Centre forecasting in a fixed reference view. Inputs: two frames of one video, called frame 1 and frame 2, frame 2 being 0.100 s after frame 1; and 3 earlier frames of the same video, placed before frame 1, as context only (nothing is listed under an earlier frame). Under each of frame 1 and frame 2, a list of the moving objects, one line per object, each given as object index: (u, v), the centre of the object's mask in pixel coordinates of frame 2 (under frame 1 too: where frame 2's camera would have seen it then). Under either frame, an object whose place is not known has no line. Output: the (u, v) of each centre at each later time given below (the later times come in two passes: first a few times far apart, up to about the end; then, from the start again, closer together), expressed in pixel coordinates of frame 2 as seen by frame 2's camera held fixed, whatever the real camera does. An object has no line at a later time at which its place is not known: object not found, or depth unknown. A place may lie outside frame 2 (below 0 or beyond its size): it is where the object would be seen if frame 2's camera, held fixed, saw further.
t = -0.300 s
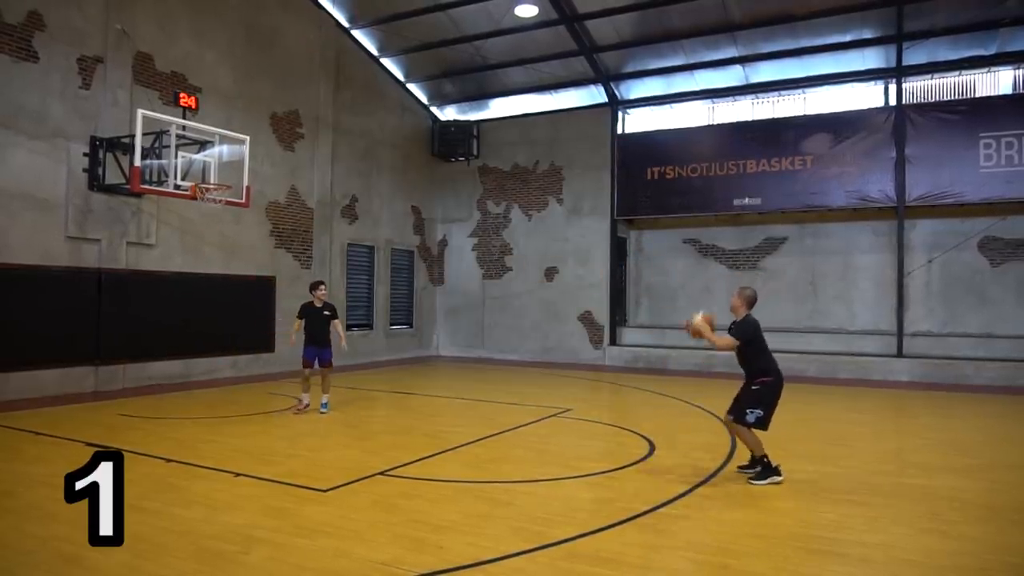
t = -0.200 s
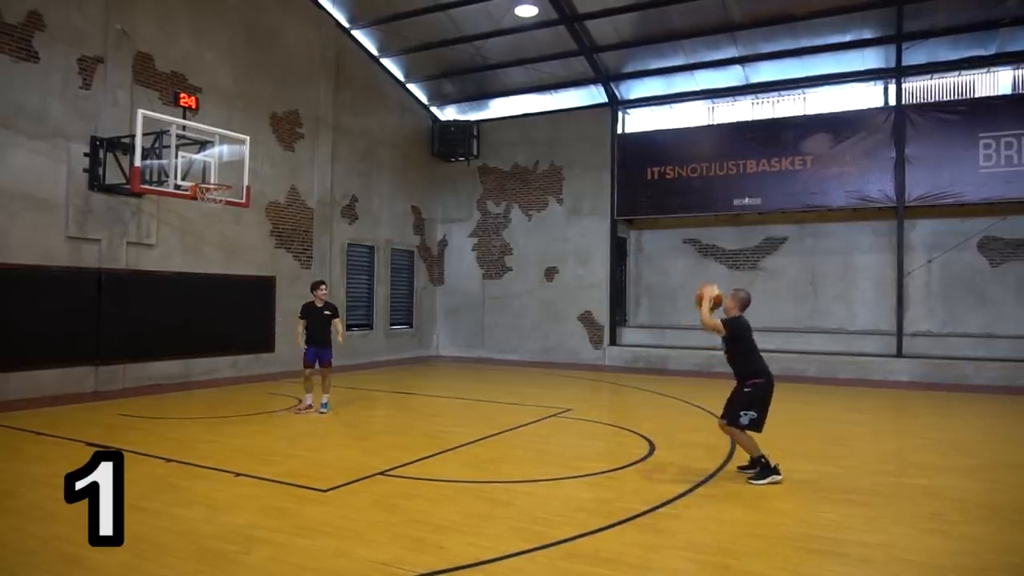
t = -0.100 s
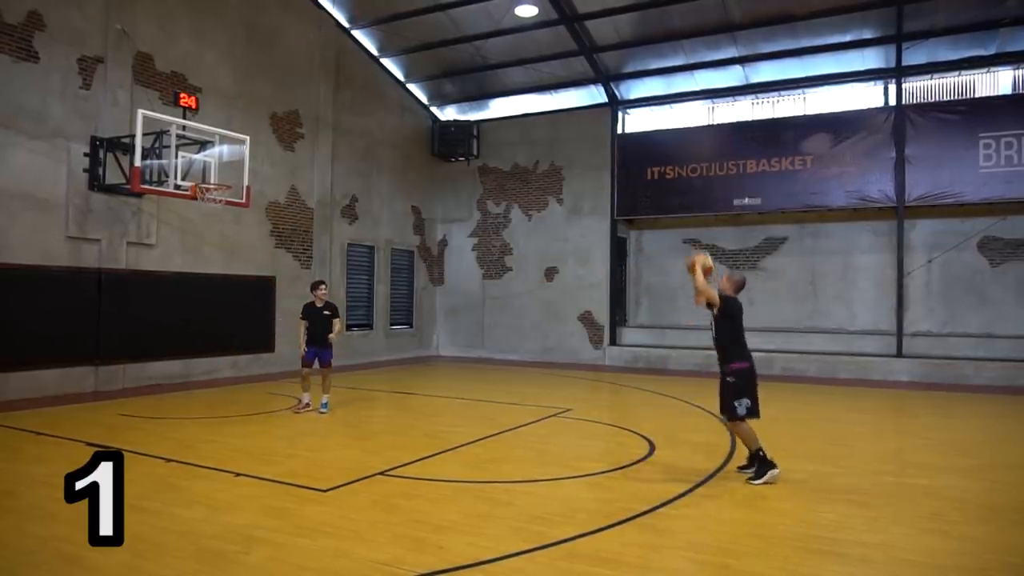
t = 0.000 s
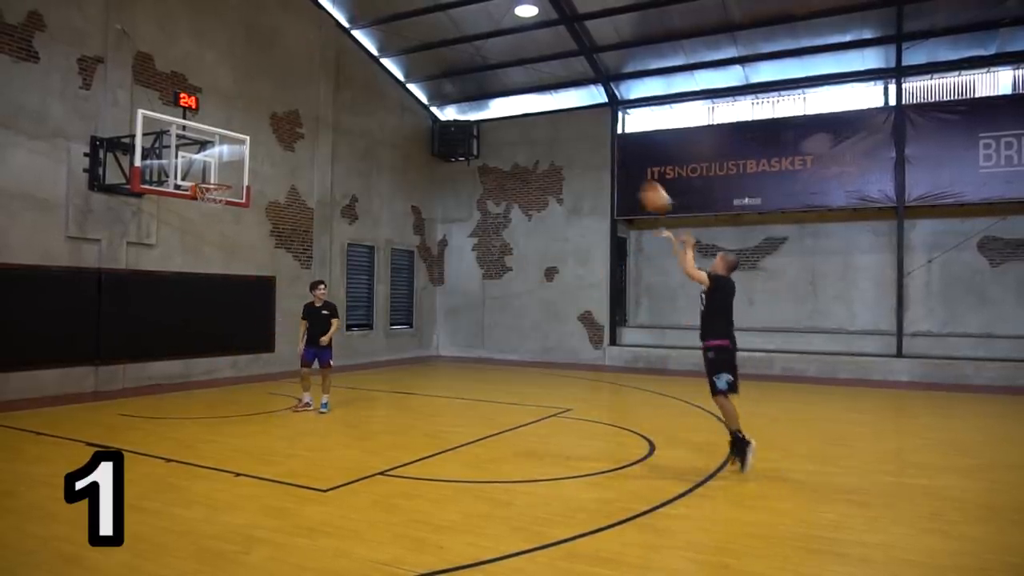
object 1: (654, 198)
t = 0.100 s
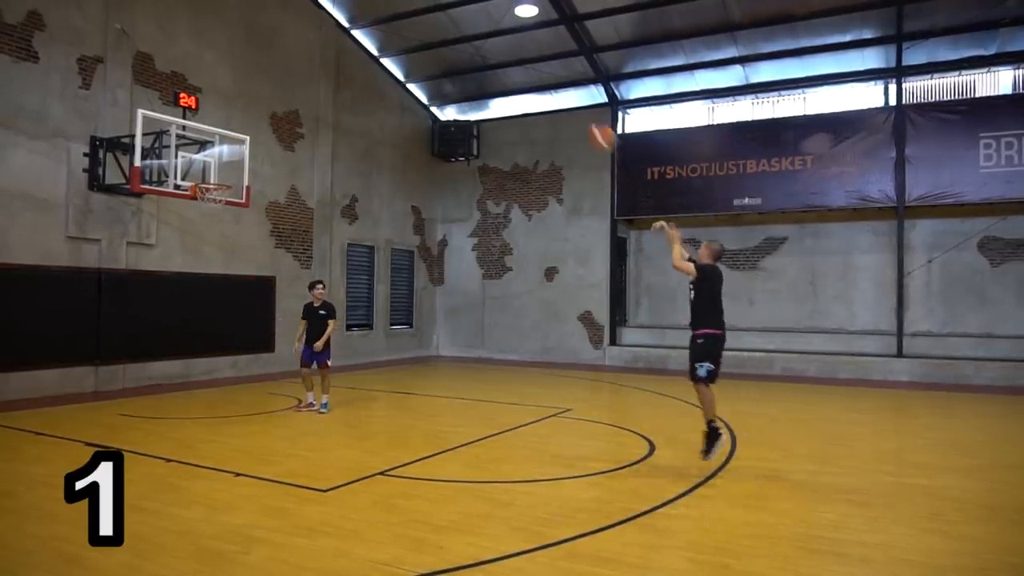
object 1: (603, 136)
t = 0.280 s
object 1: (515, 64)
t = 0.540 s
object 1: (411, 24)
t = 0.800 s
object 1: (324, 42)
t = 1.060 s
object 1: (247, 108)
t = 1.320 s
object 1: (205, 164)
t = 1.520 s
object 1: (232, 143)
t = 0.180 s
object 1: (562, 100)
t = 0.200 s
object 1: (551, 89)
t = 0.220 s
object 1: (543, 83)
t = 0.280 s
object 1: (515, 64)
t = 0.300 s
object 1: (508, 58)
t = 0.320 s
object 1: (499, 53)
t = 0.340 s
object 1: (491, 49)
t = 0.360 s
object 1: (482, 45)
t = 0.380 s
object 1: (474, 41)
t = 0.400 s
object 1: (465, 38)
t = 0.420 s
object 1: (458, 36)
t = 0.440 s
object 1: (450, 33)
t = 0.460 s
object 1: (442, 30)
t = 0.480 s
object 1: (433, 28)
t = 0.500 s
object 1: (426, 27)
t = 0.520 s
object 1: (418, 25)
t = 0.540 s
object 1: (411, 24)
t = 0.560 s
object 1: (404, 24)
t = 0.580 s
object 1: (396, 24)
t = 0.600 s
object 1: (390, 24)
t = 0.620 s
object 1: (383, 23)
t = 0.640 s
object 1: (376, 24)
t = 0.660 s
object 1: (369, 25)
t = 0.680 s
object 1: (364, 26)
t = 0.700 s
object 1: (355, 30)
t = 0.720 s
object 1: (348, 31)
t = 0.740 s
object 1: (342, 36)
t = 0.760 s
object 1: (335, 36)
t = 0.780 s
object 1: (330, 40)
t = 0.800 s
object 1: (324, 42)
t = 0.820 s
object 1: (317, 46)
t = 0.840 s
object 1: (311, 49)
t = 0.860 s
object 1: (305, 53)
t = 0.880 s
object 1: (299, 58)
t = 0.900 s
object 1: (293, 62)
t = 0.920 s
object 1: (287, 67)
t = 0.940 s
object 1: (281, 73)
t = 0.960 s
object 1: (275, 78)
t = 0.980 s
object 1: (270, 84)
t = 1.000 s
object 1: (265, 90)
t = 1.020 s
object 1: (260, 96)
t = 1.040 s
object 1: (253, 102)
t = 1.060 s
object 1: (247, 108)
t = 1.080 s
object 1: (243, 115)
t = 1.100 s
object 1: (237, 121)
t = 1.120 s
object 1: (232, 128)
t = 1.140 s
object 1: (224, 136)
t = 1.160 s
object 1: (222, 143)
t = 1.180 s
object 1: (216, 150)
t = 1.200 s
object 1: (211, 160)
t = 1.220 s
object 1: (207, 170)
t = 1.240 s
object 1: (201, 175)
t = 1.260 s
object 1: (202, 174)
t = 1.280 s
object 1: (203, 171)
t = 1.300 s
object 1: (203, 167)
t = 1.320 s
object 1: (205, 164)
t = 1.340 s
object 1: (206, 161)
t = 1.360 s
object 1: (207, 159)
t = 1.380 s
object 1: (209, 156)
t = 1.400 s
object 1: (213, 153)
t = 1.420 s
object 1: (215, 150)
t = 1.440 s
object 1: (219, 148)
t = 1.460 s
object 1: (223, 145)
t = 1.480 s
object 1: (225, 145)
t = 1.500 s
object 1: (229, 144)
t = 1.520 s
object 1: (232, 143)
